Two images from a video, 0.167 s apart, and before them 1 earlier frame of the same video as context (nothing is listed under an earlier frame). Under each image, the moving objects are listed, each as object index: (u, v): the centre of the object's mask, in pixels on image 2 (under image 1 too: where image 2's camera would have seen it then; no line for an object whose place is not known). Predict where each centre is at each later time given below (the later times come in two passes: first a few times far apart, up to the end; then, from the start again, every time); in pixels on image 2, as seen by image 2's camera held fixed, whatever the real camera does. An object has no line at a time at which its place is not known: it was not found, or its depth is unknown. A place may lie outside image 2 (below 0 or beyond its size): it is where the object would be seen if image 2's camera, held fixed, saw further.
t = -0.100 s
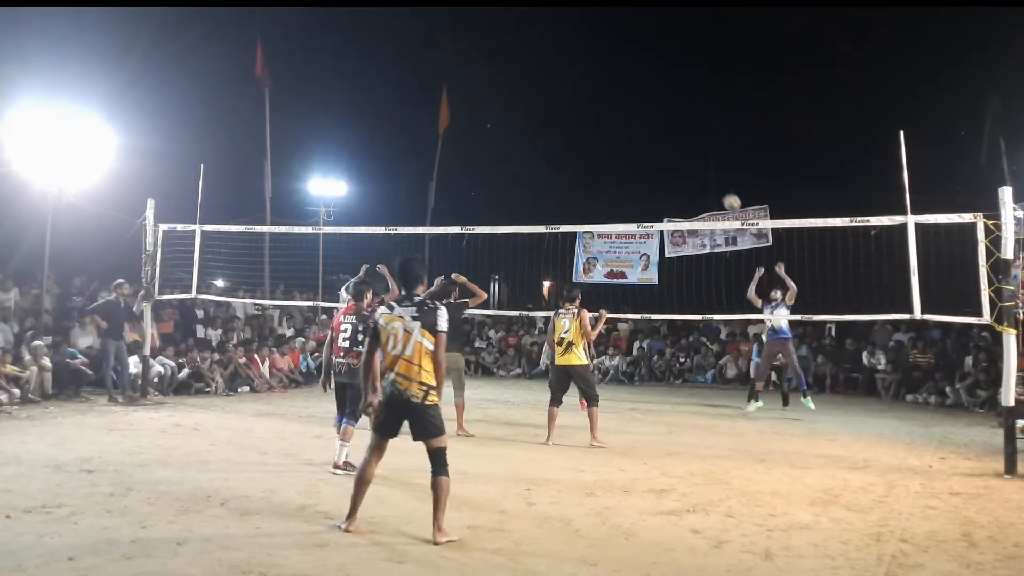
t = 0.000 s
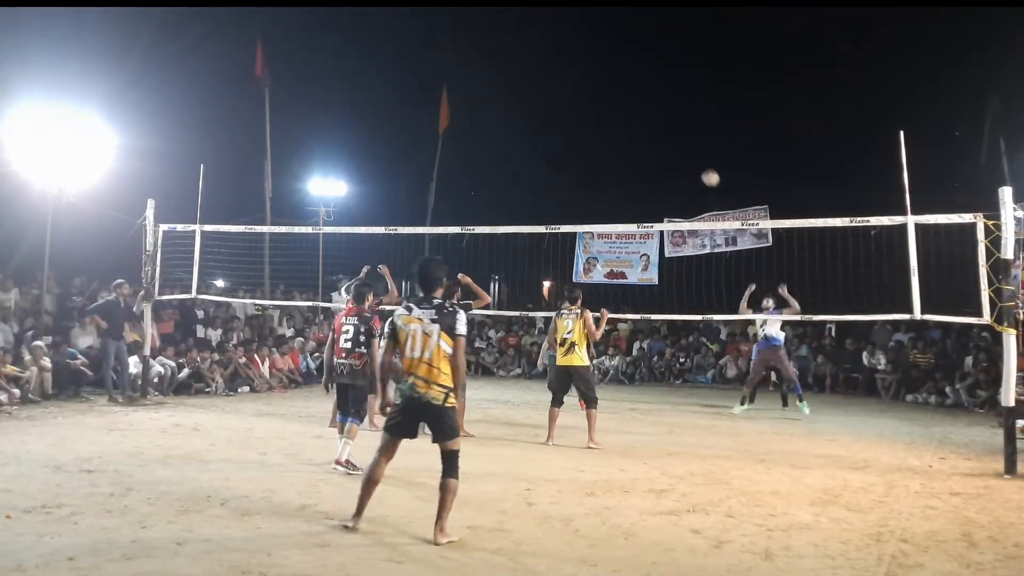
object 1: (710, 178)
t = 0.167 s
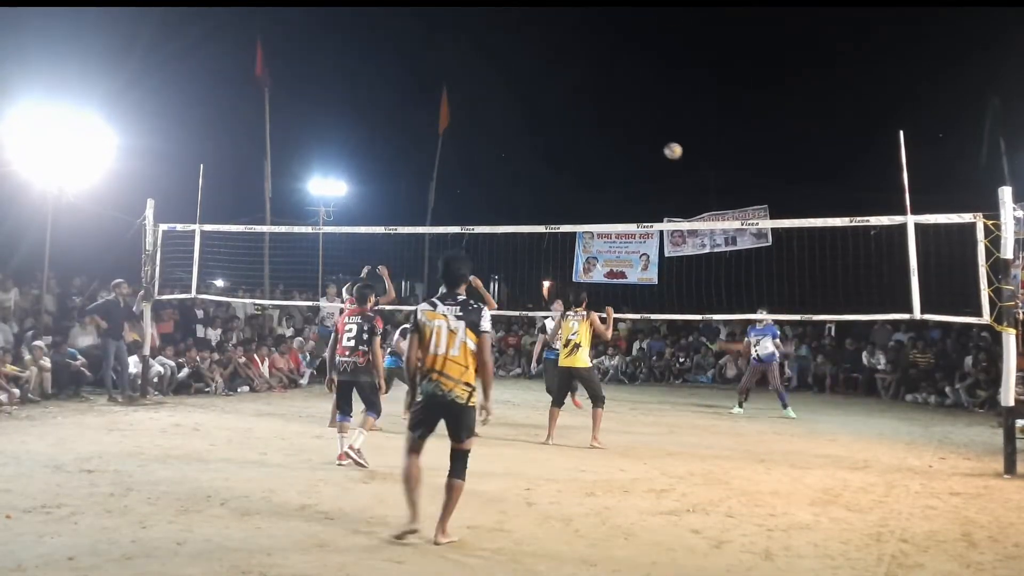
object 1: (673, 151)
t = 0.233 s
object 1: (658, 146)
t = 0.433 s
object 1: (610, 151)
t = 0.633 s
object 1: (559, 185)
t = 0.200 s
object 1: (666, 148)
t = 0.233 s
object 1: (658, 146)
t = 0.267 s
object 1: (650, 145)
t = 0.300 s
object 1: (642, 144)
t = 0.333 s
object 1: (634, 144)
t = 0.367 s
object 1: (626, 146)
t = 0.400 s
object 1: (618, 148)
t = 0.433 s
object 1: (610, 151)
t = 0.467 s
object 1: (602, 154)
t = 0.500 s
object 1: (593, 159)
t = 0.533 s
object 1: (585, 164)
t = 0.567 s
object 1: (576, 170)
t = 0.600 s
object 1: (568, 177)
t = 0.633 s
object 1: (559, 185)
